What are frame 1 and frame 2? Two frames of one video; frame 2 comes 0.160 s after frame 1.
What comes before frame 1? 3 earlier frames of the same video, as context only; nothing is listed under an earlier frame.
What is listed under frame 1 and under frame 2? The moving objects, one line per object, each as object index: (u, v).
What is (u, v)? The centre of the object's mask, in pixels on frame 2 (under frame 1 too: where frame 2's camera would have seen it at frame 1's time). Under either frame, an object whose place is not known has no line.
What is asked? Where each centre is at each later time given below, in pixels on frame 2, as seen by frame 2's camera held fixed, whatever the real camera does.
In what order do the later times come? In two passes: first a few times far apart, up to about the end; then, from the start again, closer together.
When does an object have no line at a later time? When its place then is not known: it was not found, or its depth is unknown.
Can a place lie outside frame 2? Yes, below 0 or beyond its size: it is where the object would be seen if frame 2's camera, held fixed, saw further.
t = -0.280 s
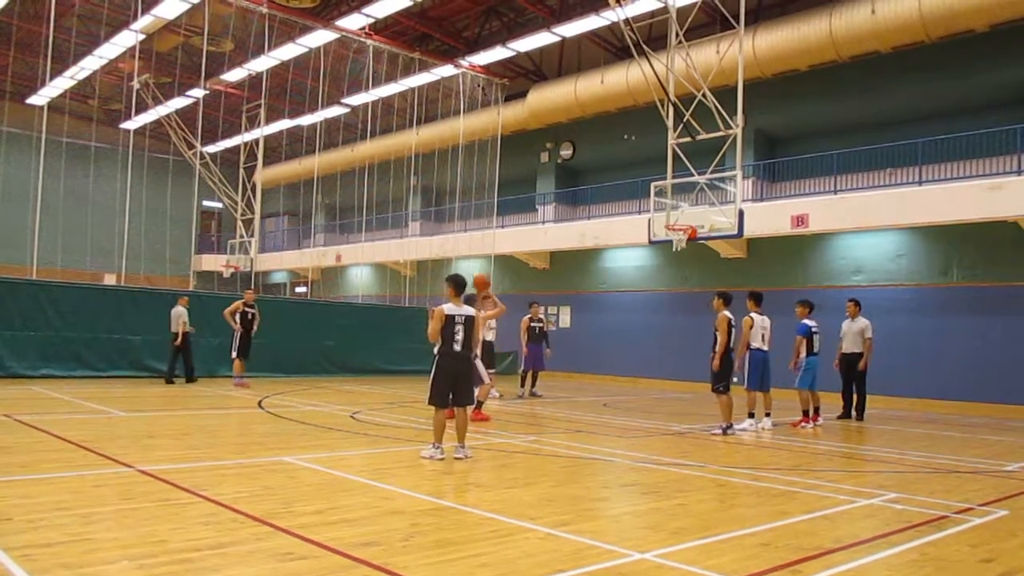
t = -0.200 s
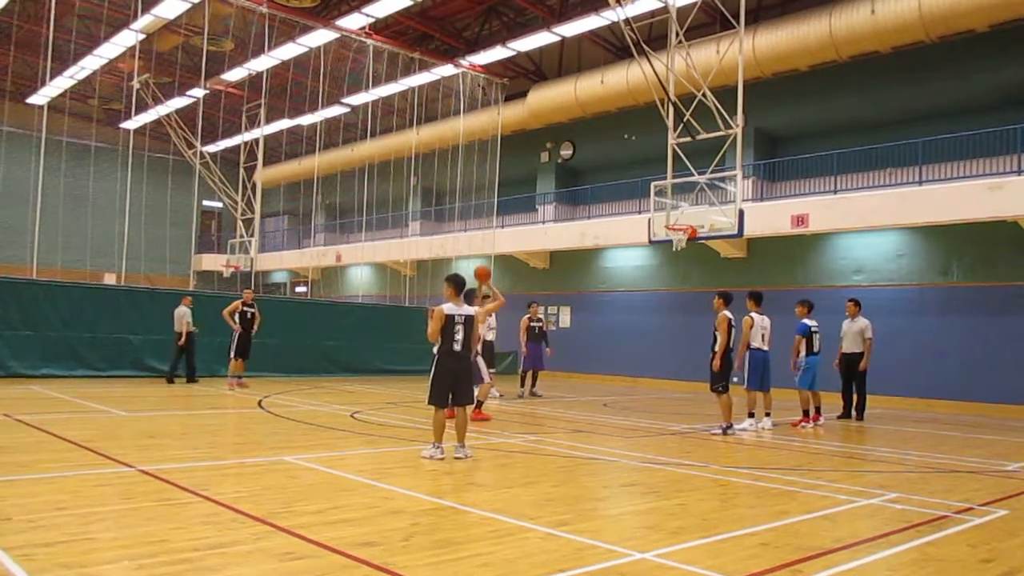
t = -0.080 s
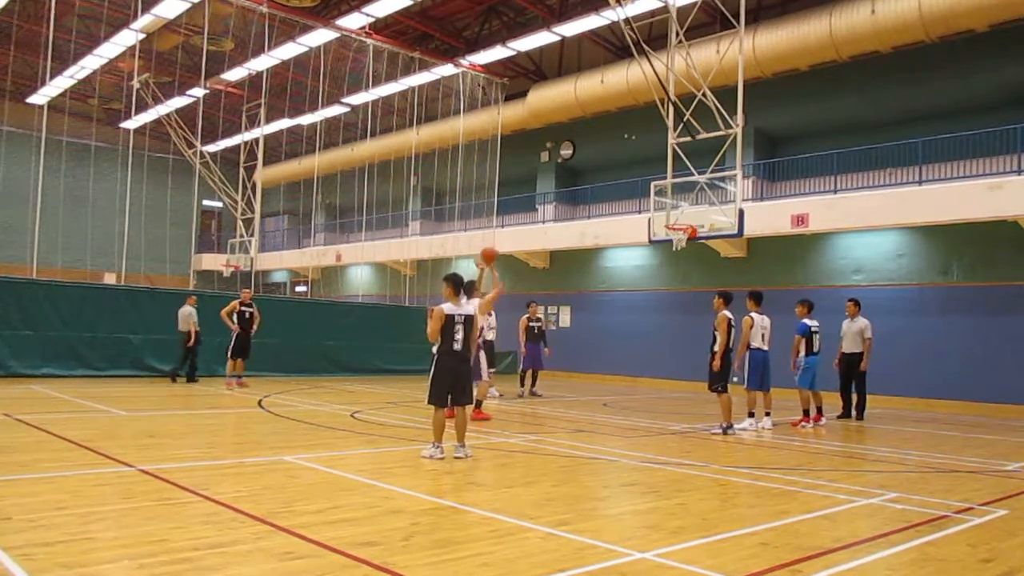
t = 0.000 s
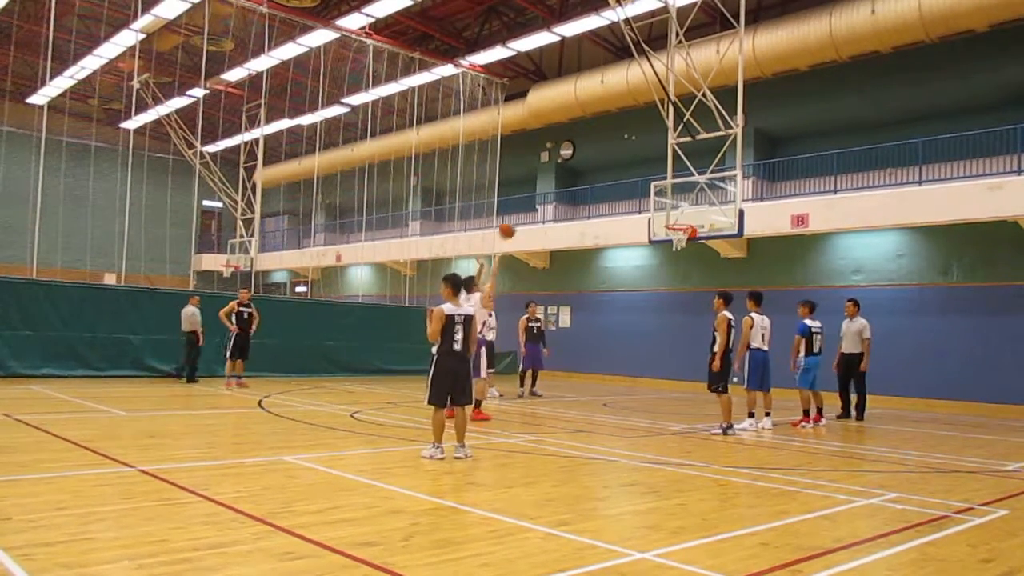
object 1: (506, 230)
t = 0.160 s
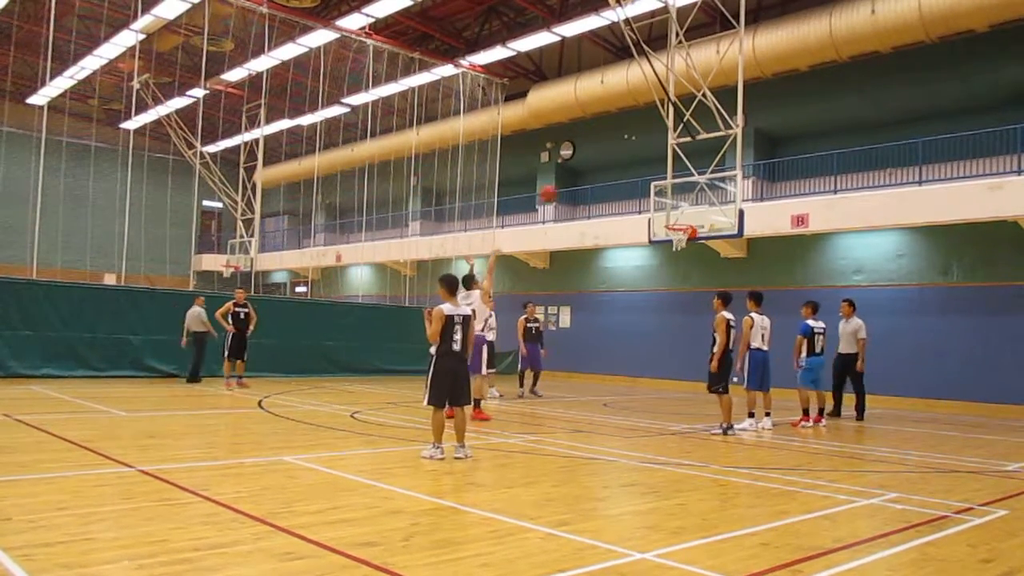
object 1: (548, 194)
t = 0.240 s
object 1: (567, 182)
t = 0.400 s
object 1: (603, 173)
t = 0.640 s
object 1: (648, 189)
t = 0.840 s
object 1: (681, 217)
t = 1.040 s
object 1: (690, 216)
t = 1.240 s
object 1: (676, 219)
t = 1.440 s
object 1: (674, 220)
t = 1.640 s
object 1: (684, 224)
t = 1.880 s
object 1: (673, 243)
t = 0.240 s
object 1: (567, 182)
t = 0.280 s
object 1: (576, 178)
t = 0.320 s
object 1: (585, 175)
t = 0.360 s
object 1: (594, 173)
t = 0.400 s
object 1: (603, 173)
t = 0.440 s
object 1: (611, 173)
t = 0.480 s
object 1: (619, 174)
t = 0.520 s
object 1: (626, 176)
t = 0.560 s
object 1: (633, 179)
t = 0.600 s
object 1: (642, 184)
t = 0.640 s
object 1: (648, 189)
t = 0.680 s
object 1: (657, 195)
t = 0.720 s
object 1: (663, 202)
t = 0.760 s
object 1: (671, 209)
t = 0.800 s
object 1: (678, 217)
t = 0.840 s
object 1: (681, 217)
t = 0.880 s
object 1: (684, 215)
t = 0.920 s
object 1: (687, 215)
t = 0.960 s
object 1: (690, 216)
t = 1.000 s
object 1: (693, 217)
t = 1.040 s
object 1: (690, 216)
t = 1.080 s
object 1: (687, 215)
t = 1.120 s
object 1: (684, 216)
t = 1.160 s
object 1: (681, 217)
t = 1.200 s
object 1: (678, 218)
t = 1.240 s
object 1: (676, 219)
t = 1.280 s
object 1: (676, 218)
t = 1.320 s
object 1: (675, 218)
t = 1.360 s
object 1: (675, 218)
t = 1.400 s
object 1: (675, 219)
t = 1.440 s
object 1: (674, 220)
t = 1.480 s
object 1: (675, 220)
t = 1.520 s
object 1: (678, 220)
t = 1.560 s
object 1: (680, 220)
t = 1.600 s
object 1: (682, 221)
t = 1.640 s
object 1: (684, 224)
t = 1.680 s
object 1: (684, 225)
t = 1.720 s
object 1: (683, 228)
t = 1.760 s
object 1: (680, 229)
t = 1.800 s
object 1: (676, 235)
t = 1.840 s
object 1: (673, 238)
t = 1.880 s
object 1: (673, 243)
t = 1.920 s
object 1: (674, 247)
